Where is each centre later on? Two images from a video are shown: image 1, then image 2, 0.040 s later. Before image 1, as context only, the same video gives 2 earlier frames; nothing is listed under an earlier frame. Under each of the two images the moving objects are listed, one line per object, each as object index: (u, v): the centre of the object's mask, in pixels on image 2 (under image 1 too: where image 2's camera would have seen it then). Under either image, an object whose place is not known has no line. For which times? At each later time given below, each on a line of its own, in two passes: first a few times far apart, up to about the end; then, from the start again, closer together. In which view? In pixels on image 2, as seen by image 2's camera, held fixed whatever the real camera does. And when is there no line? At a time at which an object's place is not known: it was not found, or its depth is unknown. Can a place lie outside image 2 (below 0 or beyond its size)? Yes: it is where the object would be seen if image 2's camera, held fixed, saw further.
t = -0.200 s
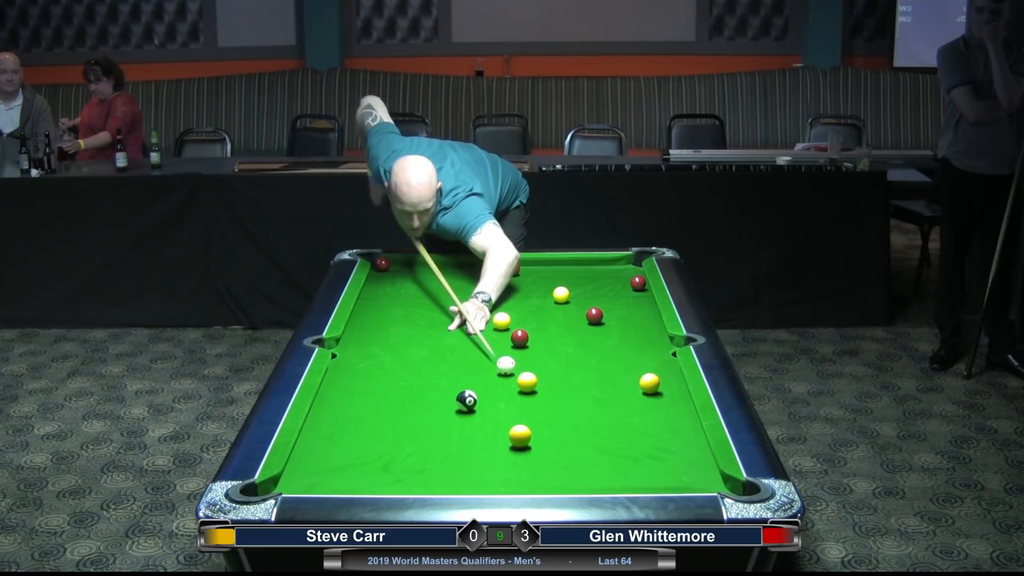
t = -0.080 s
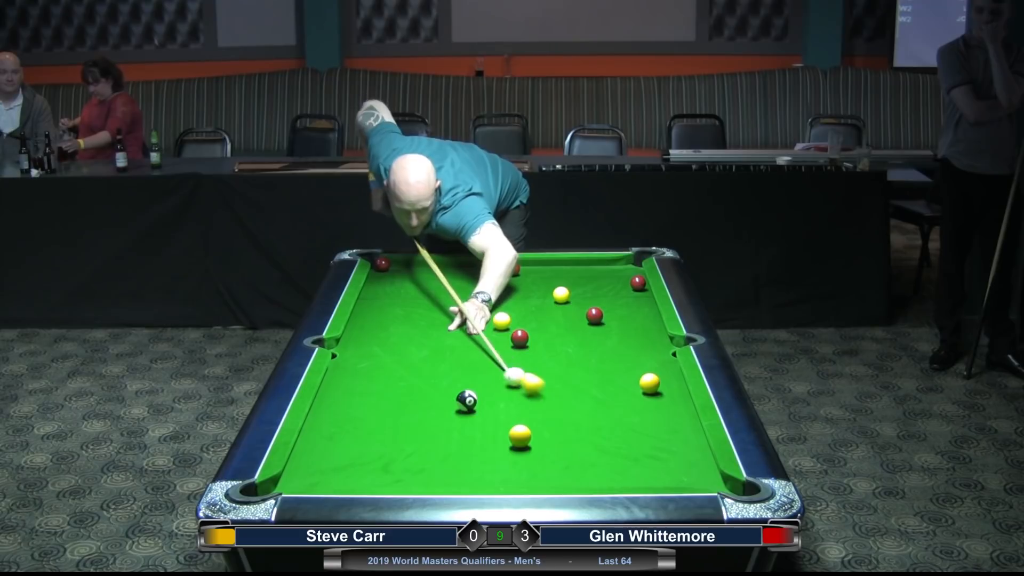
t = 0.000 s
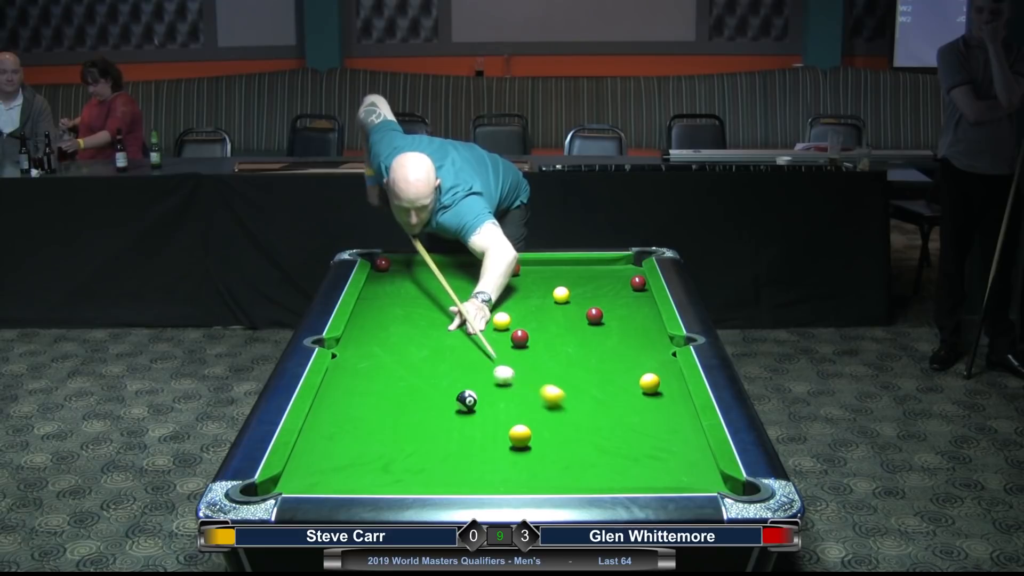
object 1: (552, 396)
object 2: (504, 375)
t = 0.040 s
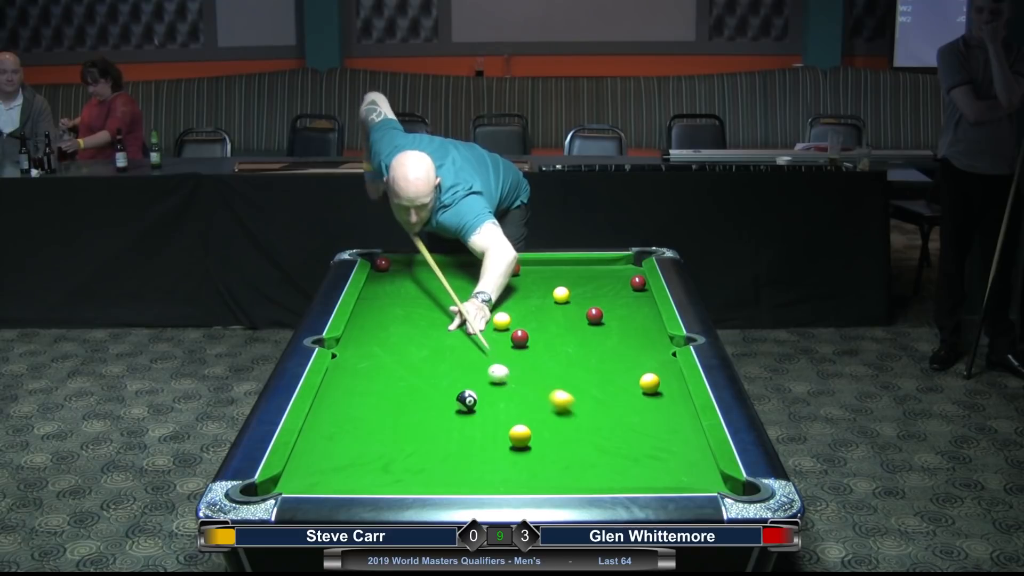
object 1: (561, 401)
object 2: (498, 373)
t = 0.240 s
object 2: (472, 366)
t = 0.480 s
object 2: (444, 359)
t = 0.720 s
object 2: (418, 351)
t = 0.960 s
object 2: (394, 345)
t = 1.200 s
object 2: (372, 340)
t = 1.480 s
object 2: (350, 334)
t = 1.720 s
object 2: (364, 331)
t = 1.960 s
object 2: (377, 329)
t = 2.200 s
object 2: (387, 327)
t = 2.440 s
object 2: (396, 325)
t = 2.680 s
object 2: (403, 324)
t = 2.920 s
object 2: (408, 324)
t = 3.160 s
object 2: (411, 323)
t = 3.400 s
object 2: (413, 323)
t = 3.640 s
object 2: (413, 323)
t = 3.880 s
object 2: (413, 323)
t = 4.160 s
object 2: (413, 323)
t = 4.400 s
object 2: (413, 323)
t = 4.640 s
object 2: (413, 323)
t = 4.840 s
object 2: (413, 323)
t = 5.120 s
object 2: (413, 323)
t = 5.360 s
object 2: (413, 323)
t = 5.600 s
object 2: (413, 323)
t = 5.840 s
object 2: (413, 323)
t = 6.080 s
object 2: (413, 323)
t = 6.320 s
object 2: (413, 323)
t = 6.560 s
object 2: (413, 323)
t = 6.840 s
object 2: (413, 323)
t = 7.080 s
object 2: (413, 323)
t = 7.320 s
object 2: (413, 323)
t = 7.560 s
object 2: (413, 323)
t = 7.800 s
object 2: (413, 323)
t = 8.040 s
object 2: (413, 323)
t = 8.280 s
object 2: (413, 323)
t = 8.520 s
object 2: (413, 323)
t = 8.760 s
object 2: (413, 323)
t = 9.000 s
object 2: (413, 323)
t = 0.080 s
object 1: (571, 406)
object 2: (493, 372)
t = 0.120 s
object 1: (580, 411)
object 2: (487, 370)
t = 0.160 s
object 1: (589, 417)
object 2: (482, 369)
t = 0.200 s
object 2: (477, 368)
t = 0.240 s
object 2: (472, 366)
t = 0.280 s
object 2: (467, 365)
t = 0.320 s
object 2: (462, 364)
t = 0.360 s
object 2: (457, 362)
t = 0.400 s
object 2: (453, 361)
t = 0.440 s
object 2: (448, 360)
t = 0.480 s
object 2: (444, 359)
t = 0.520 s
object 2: (439, 357)
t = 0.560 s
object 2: (435, 356)
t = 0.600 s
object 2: (430, 355)
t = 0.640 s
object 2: (426, 354)
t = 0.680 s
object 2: (422, 353)
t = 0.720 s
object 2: (418, 351)
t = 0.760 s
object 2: (413, 350)
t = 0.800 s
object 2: (409, 349)
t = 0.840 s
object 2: (406, 348)
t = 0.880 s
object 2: (401, 347)
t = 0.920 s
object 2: (397, 346)
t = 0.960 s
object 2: (394, 345)
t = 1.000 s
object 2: (390, 345)
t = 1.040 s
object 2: (386, 344)
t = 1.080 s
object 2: (382, 342)
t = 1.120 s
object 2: (379, 342)
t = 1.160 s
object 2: (375, 341)
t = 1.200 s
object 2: (372, 340)
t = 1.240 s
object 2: (368, 339)
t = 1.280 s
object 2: (365, 338)
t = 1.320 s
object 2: (362, 338)
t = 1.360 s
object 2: (359, 337)
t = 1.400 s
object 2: (355, 336)
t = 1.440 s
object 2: (352, 335)
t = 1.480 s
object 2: (350, 334)
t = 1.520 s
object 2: (353, 334)
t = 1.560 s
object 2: (355, 333)
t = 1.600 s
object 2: (358, 332)
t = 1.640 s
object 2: (360, 332)
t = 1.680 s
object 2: (362, 332)
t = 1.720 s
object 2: (364, 331)
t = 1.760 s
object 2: (366, 331)
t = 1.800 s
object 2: (369, 330)
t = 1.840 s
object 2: (371, 330)
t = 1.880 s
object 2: (373, 329)
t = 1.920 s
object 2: (375, 329)
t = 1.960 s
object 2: (377, 329)
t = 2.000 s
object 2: (379, 328)
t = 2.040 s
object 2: (380, 328)
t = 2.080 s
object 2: (382, 328)
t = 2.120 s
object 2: (384, 327)
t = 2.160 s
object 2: (385, 327)
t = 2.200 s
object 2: (387, 327)
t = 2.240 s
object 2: (389, 327)
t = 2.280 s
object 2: (390, 326)
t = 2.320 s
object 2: (392, 326)
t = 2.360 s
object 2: (393, 326)
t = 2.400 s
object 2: (395, 326)
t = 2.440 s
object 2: (396, 325)
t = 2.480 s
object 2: (397, 325)
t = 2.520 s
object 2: (398, 325)
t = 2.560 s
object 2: (400, 325)
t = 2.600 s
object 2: (401, 325)
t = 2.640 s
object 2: (402, 324)
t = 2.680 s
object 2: (403, 324)
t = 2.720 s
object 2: (404, 324)
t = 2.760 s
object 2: (405, 324)
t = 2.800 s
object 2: (406, 324)
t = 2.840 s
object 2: (406, 324)
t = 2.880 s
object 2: (407, 324)
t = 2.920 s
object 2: (408, 324)
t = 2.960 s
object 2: (409, 324)
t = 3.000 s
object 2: (409, 323)
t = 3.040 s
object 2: (410, 324)
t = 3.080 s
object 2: (410, 323)
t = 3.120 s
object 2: (411, 323)
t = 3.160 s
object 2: (411, 323)
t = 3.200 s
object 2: (412, 323)
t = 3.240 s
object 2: (412, 323)
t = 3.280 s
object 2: (412, 323)
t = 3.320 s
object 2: (412, 323)
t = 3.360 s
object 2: (413, 323)
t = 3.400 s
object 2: (413, 323)
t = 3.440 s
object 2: (413, 323)
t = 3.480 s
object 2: (413, 323)
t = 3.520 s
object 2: (413, 323)
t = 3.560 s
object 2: (413, 323)
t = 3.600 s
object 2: (413, 323)
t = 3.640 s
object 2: (413, 323)
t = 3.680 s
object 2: (413, 323)
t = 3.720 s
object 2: (413, 323)
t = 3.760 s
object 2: (413, 323)
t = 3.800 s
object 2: (413, 323)
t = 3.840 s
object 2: (413, 323)
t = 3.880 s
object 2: (413, 323)
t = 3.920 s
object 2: (413, 323)
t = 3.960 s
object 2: (413, 323)
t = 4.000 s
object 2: (413, 323)
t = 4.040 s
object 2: (413, 323)
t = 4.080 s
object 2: (413, 323)
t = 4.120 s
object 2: (413, 323)
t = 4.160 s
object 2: (413, 323)
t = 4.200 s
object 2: (413, 323)
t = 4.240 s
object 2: (413, 323)
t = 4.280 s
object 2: (413, 323)
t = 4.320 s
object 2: (413, 323)
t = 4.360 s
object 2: (413, 323)
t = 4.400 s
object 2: (413, 323)
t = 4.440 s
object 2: (413, 323)
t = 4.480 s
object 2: (413, 323)
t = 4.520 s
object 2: (413, 323)
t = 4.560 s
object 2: (413, 323)
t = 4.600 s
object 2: (413, 323)
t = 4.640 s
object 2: (413, 323)
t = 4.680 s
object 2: (413, 323)
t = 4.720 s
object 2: (413, 323)
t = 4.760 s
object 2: (413, 323)
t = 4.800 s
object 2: (413, 323)
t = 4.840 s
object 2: (413, 323)
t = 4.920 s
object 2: (413, 323)
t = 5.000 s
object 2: (413, 323)
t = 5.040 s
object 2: (413, 323)
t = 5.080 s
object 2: (413, 323)
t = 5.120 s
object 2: (413, 323)
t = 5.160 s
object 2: (413, 323)
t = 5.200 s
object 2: (413, 323)
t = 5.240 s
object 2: (413, 323)
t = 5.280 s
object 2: (413, 323)
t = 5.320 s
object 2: (413, 323)
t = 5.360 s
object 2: (413, 323)
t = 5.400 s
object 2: (413, 323)
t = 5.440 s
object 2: (413, 323)
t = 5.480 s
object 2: (413, 323)
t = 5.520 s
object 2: (413, 323)
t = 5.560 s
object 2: (413, 323)
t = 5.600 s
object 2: (413, 323)
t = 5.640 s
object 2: (413, 323)
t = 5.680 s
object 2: (413, 323)
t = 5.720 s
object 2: (413, 323)
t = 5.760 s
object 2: (413, 323)
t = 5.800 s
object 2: (413, 323)
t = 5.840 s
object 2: (413, 323)
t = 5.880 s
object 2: (413, 323)
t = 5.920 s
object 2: (413, 323)
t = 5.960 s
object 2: (413, 323)
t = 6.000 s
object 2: (413, 323)
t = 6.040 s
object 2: (413, 323)
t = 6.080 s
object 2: (413, 323)
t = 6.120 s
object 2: (413, 323)
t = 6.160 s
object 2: (413, 323)
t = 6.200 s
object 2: (413, 323)
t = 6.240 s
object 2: (413, 323)
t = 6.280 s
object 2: (413, 323)
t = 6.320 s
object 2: (413, 323)
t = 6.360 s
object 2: (413, 323)
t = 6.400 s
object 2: (413, 323)
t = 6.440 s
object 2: (413, 323)
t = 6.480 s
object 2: (413, 323)
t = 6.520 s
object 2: (413, 323)
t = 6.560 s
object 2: (413, 323)
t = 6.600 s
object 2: (413, 323)
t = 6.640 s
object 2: (413, 323)
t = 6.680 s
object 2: (413, 323)
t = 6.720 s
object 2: (413, 323)
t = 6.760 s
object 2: (413, 323)
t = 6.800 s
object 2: (413, 323)
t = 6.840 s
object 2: (413, 323)
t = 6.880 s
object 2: (413, 323)
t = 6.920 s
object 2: (413, 323)
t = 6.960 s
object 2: (413, 323)
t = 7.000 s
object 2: (413, 323)
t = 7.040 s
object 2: (413, 323)
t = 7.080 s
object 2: (413, 323)
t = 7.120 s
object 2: (413, 323)
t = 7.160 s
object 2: (413, 323)
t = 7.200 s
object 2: (413, 323)
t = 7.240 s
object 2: (413, 323)
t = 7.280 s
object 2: (413, 323)
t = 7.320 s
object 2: (413, 323)
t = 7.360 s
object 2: (413, 323)
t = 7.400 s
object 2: (413, 323)
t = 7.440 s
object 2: (413, 323)
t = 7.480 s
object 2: (413, 323)
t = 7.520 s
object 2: (413, 323)
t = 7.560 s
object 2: (413, 323)
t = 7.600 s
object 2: (413, 323)
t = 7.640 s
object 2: (413, 323)
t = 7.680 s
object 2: (413, 323)
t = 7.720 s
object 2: (413, 323)
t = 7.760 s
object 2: (413, 323)
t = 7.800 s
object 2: (413, 323)
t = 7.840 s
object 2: (413, 323)
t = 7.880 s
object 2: (413, 323)
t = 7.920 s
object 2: (413, 323)
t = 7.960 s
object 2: (413, 323)
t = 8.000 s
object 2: (413, 323)
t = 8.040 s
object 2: (413, 323)
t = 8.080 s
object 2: (413, 323)
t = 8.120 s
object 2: (413, 323)
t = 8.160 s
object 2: (413, 323)
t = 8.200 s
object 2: (413, 323)
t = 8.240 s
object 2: (413, 323)
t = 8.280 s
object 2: (413, 323)
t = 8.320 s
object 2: (413, 323)
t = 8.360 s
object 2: (413, 323)
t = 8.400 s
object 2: (413, 323)
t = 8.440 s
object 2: (413, 323)
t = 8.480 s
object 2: (413, 323)
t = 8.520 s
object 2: (413, 323)
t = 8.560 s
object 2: (413, 323)
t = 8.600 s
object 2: (413, 323)
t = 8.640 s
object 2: (413, 323)
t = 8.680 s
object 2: (413, 323)
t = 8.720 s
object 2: (413, 323)
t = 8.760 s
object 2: (413, 323)
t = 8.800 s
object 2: (413, 323)
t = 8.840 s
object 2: (413, 323)
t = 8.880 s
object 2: (413, 323)
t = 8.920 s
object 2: (413, 323)
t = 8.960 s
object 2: (413, 323)
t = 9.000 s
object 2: (413, 323)
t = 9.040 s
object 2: (413, 323)
